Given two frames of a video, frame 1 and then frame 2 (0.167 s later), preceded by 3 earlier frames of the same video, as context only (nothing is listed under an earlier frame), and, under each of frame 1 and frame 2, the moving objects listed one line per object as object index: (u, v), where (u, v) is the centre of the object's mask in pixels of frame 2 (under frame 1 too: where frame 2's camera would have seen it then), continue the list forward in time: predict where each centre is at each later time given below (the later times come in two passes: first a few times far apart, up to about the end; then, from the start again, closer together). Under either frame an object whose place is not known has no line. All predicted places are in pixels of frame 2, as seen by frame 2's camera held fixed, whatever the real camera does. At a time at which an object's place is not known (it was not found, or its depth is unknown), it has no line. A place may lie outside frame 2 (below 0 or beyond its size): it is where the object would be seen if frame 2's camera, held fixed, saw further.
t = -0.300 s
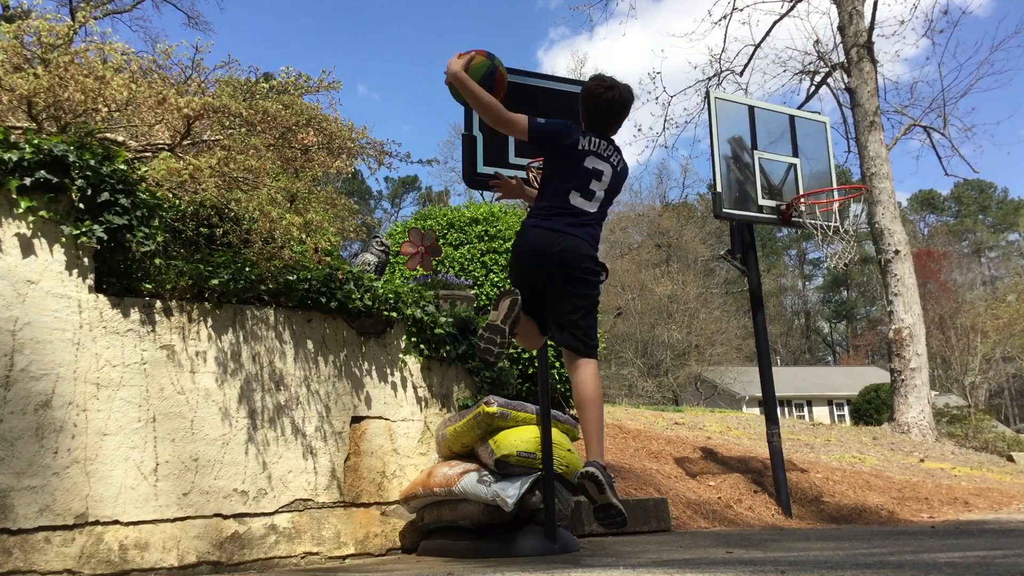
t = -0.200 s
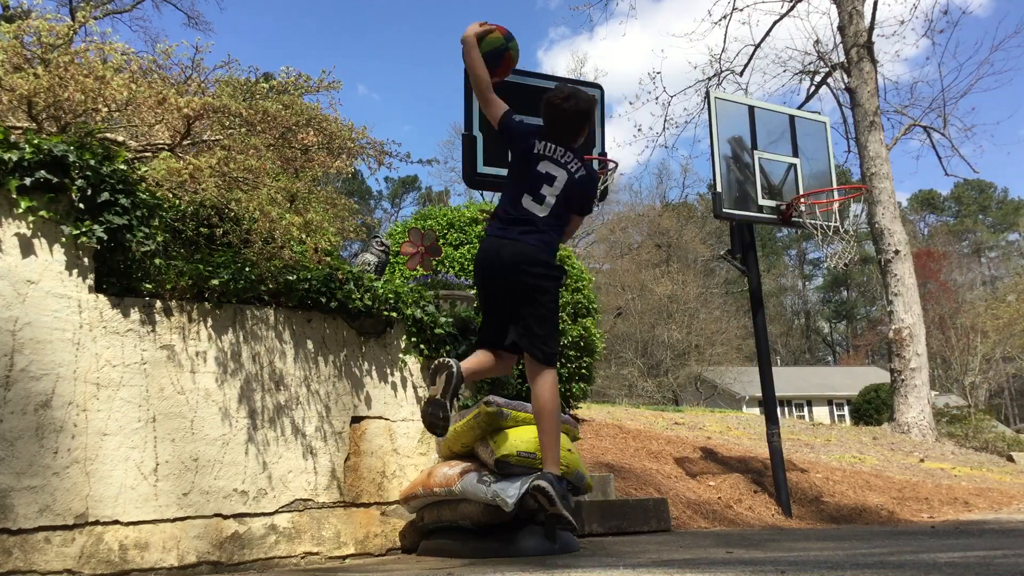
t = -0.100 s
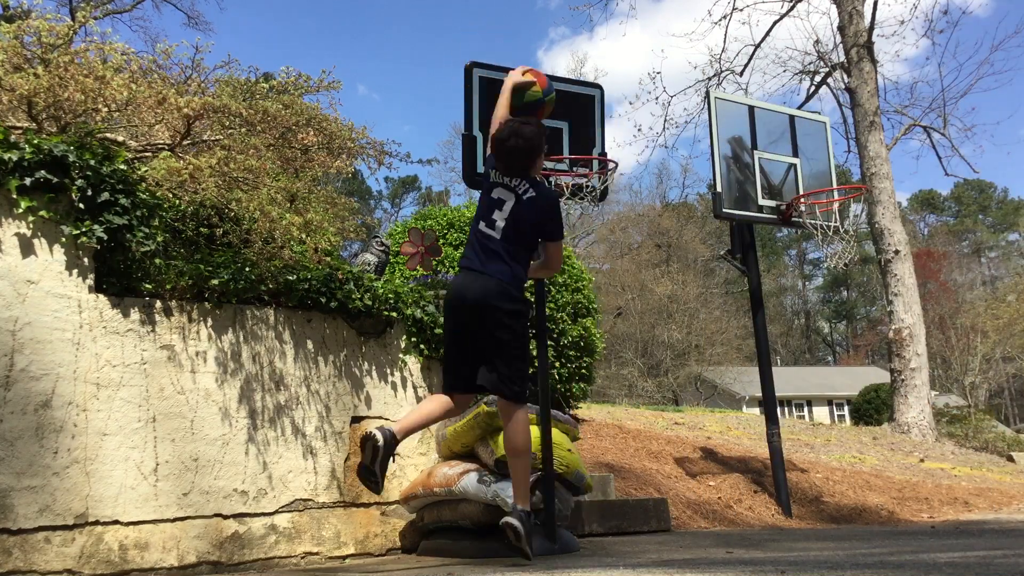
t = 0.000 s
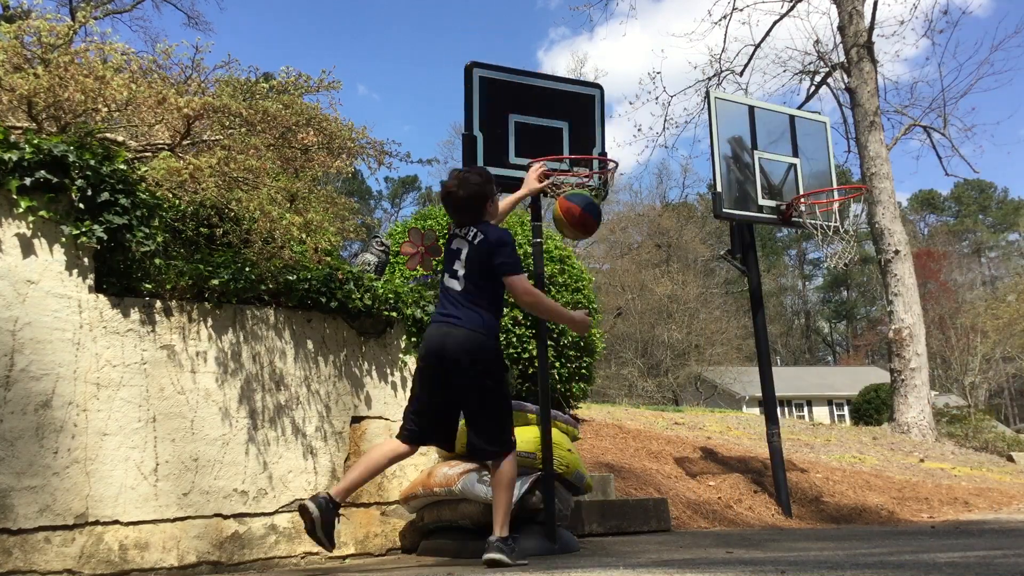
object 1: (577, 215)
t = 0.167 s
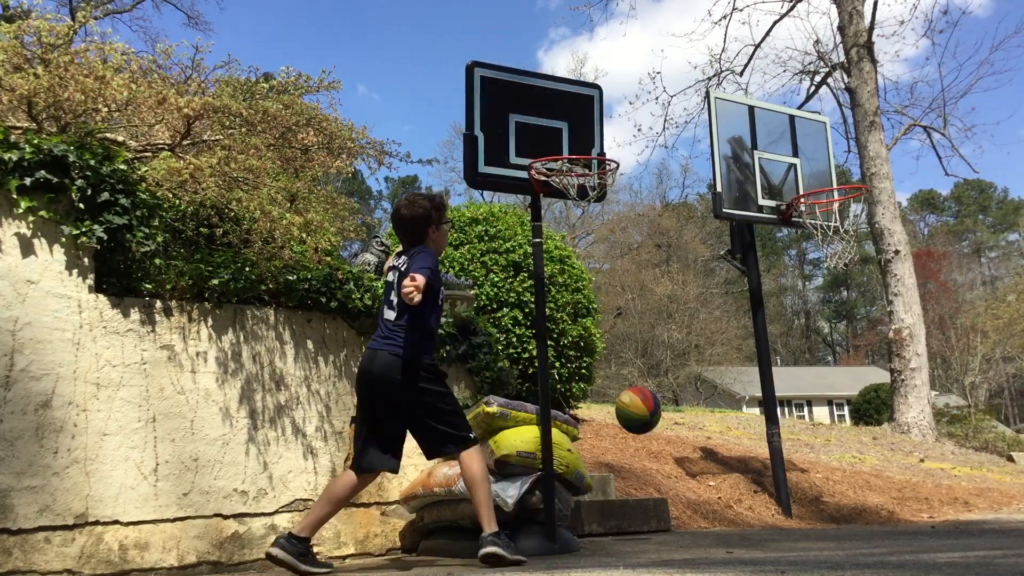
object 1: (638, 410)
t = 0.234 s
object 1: (663, 496)
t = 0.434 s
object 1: (686, 355)
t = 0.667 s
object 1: (716, 235)
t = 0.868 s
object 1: (750, 209)
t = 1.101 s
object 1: (802, 268)
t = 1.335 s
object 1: (870, 430)
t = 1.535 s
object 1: (907, 418)
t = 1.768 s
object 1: (935, 305)
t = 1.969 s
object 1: (970, 286)
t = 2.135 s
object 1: (1006, 325)
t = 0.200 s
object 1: (650, 453)
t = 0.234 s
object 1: (663, 496)
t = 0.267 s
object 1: (670, 507)
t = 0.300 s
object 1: (673, 472)
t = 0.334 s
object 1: (676, 439)
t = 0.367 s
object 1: (679, 409)
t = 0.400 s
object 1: (682, 380)
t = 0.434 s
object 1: (686, 355)
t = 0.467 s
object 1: (690, 331)
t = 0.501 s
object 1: (694, 310)
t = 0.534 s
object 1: (698, 291)
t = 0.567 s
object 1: (702, 274)
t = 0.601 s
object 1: (706, 259)
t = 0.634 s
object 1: (711, 247)
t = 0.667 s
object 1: (716, 235)
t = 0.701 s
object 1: (721, 226)
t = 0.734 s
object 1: (726, 218)
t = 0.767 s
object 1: (732, 212)
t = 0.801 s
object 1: (740, 209)
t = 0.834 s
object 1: (745, 209)
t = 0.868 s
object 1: (750, 209)
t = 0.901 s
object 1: (757, 211)
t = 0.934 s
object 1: (763, 216)
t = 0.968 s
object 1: (771, 222)
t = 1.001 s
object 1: (778, 230)
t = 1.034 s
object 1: (786, 240)
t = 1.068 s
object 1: (794, 253)
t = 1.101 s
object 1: (802, 268)
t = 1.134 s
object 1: (811, 284)
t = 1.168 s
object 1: (819, 304)
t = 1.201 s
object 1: (829, 324)
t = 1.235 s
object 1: (839, 347)
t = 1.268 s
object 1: (849, 372)
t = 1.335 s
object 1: (870, 430)
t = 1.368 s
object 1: (881, 463)
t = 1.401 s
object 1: (893, 499)
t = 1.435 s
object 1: (899, 498)
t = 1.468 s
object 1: (902, 469)
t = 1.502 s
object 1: (904, 442)
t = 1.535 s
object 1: (907, 418)
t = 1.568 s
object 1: (910, 395)
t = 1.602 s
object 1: (915, 375)
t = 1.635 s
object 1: (918, 357)
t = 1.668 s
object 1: (922, 341)
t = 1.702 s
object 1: (926, 327)
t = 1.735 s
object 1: (931, 315)
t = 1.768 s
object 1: (935, 305)
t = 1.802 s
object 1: (940, 297)
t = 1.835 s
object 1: (945, 291)
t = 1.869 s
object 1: (951, 287)
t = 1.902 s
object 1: (958, 285)
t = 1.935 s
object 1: (963, 284)
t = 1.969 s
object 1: (970, 286)
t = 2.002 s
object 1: (977, 290)
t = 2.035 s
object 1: (985, 295)
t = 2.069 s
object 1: (992, 303)
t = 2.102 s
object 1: (1000, 313)
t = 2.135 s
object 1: (1006, 325)
